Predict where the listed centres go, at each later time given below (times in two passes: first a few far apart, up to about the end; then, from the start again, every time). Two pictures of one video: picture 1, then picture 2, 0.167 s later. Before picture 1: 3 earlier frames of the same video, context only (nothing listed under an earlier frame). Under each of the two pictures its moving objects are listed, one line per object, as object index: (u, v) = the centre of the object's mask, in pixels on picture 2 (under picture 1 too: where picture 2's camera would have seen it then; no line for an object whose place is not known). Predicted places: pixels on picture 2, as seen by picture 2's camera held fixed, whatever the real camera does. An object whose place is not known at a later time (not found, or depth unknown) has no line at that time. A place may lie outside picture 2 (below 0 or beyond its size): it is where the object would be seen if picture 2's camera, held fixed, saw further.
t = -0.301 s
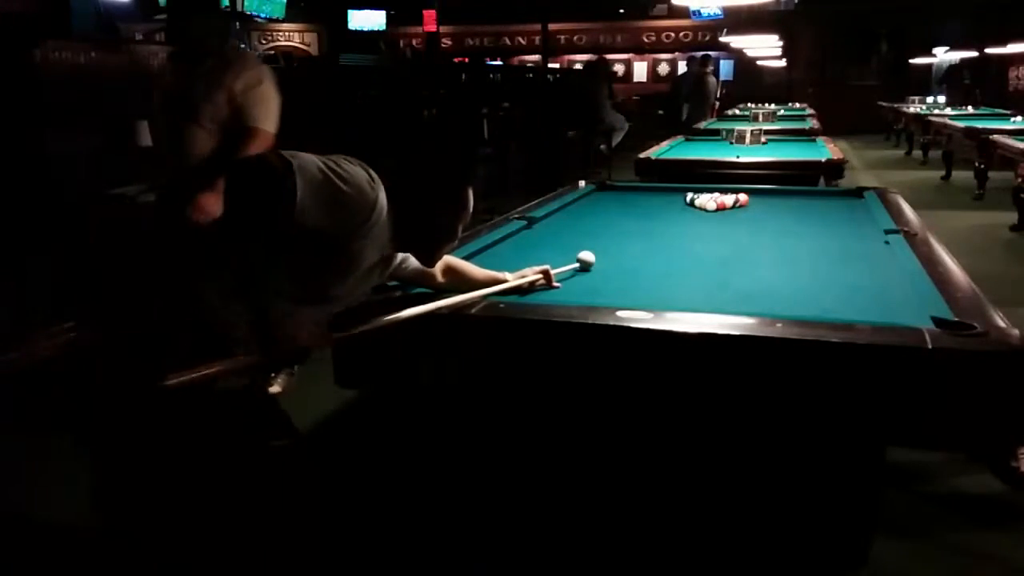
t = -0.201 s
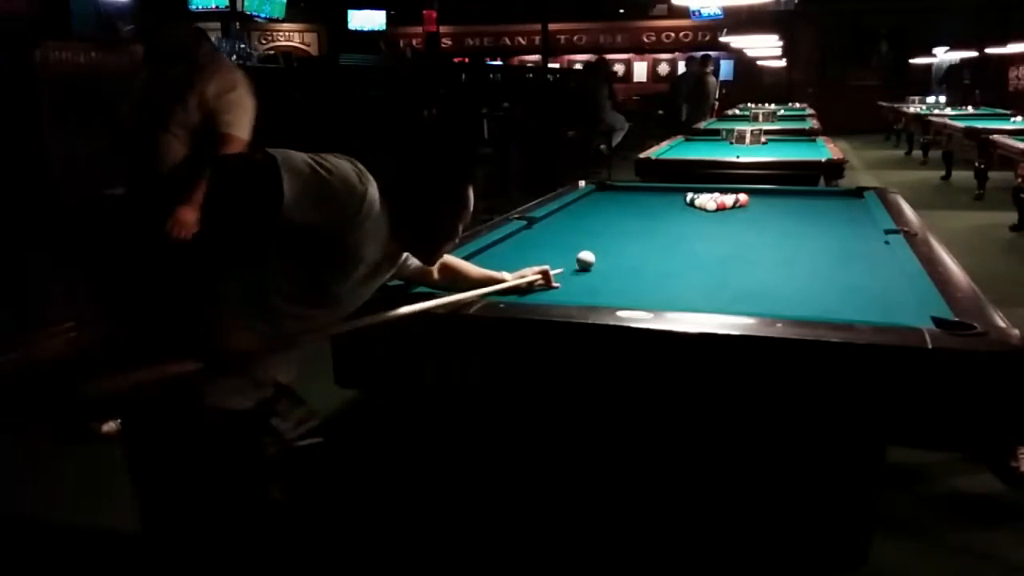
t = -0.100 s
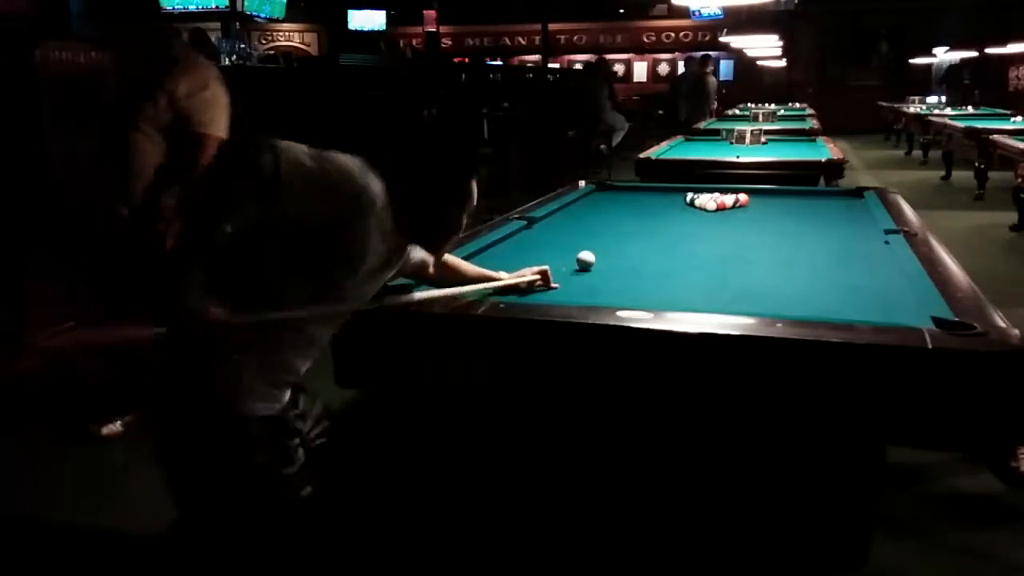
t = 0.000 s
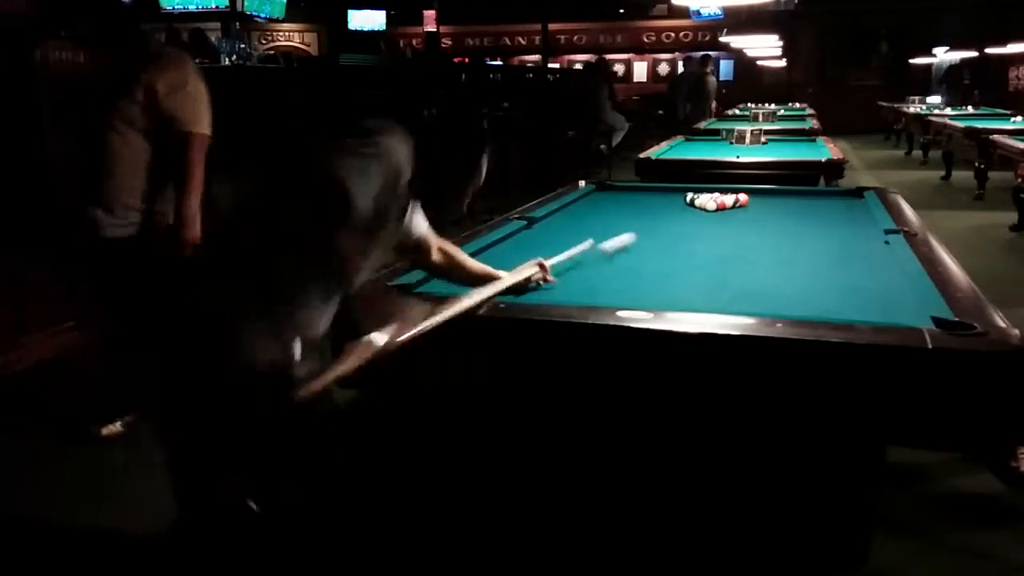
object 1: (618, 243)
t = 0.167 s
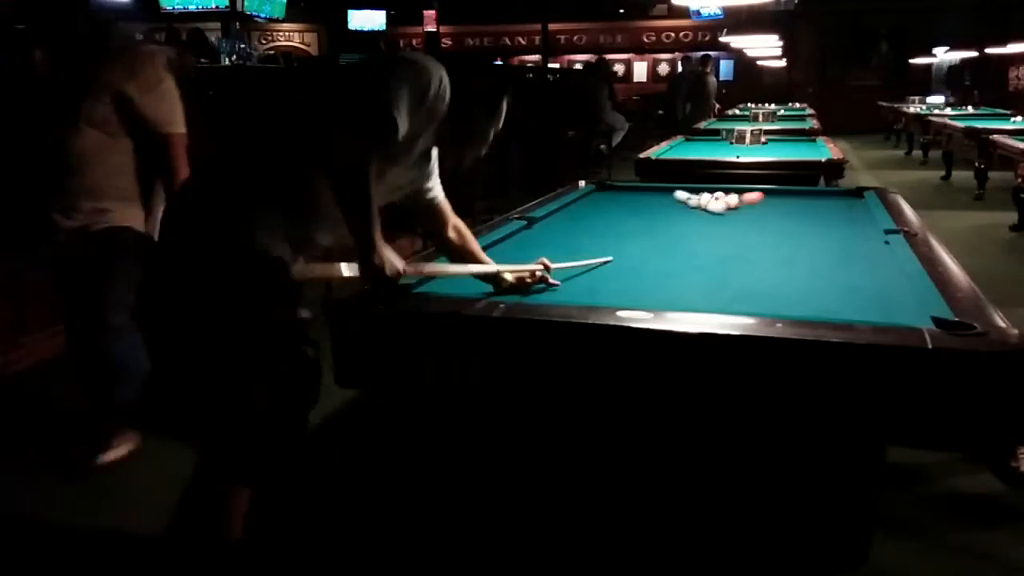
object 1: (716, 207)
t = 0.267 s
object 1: (748, 211)
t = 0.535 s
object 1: (835, 216)
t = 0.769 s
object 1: (835, 214)
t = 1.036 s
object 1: (816, 212)
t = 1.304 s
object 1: (820, 212)
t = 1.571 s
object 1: (822, 212)
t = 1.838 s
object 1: (820, 211)
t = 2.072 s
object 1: (823, 212)
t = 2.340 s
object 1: (823, 212)
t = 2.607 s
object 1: (823, 212)
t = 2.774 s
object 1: (823, 212)
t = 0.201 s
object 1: (728, 208)
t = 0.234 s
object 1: (738, 208)
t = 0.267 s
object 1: (748, 211)
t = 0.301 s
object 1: (759, 211)
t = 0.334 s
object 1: (769, 212)
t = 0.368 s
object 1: (780, 213)
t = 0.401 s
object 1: (791, 214)
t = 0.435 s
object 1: (802, 215)
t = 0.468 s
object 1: (813, 215)
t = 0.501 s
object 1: (824, 216)
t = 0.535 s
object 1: (835, 216)
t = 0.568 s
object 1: (847, 216)
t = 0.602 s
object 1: (858, 217)
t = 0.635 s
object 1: (865, 217)
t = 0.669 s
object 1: (858, 216)
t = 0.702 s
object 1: (849, 215)
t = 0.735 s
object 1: (841, 215)
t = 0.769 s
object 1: (835, 214)
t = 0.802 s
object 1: (829, 214)
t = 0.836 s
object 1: (822, 211)
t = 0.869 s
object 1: (816, 212)
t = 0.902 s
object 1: (811, 211)
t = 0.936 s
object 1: (812, 212)
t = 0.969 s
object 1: (814, 212)
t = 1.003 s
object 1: (816, 212)
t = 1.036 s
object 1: (816, 212)
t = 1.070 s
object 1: (817, 212)
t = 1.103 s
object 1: (817, 212)
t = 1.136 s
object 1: (818, 211)
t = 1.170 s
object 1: (818, 212)
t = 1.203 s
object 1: (819, 212)
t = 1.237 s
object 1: (819, 212)
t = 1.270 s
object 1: (820, 212)
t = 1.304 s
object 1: (820, 212)
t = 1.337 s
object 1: (821, 212)
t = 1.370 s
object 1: (821, 212)
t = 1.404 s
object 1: (821, 212)
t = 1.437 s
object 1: (822, 212)
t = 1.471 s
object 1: (822, 212)
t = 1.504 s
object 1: (822, 212)
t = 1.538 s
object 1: (822, 212)
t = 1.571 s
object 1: (822, 212)
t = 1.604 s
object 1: (822, 212)
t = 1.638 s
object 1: (822, 212)
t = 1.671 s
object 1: (822, 212)
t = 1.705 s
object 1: (821, 212)
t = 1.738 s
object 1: (821, 211)
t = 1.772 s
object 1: (821, 211)
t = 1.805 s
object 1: (823, 213)
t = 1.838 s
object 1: (820, 211)
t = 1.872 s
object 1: (821, 213)
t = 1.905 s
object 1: (825, 209)
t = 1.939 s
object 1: (825, 210)
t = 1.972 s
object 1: (824, 211)
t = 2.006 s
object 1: (824, 211)
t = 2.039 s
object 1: (824, 211)
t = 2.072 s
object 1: (823, 212)
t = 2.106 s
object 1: (823, 211)
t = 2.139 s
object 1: (823, 212)
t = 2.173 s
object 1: (823, 212)
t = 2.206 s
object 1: (823, 212)
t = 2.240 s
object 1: (823, 212)
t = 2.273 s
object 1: (823, 212)
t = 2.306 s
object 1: (823, 212)
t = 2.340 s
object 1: (823, 212)
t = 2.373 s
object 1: (823, 212)
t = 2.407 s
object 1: (823, 212)
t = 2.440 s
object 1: (823, 212)
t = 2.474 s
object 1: (823, 212)
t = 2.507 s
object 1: (823, 212)
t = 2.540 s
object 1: (823, 212)
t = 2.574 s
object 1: (823, 212)
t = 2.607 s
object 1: (823, 212)
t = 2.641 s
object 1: (823, 212)
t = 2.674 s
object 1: (823, 212)
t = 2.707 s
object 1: (823, 212)
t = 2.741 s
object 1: (823, 212)
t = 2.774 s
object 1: (823, 212)
